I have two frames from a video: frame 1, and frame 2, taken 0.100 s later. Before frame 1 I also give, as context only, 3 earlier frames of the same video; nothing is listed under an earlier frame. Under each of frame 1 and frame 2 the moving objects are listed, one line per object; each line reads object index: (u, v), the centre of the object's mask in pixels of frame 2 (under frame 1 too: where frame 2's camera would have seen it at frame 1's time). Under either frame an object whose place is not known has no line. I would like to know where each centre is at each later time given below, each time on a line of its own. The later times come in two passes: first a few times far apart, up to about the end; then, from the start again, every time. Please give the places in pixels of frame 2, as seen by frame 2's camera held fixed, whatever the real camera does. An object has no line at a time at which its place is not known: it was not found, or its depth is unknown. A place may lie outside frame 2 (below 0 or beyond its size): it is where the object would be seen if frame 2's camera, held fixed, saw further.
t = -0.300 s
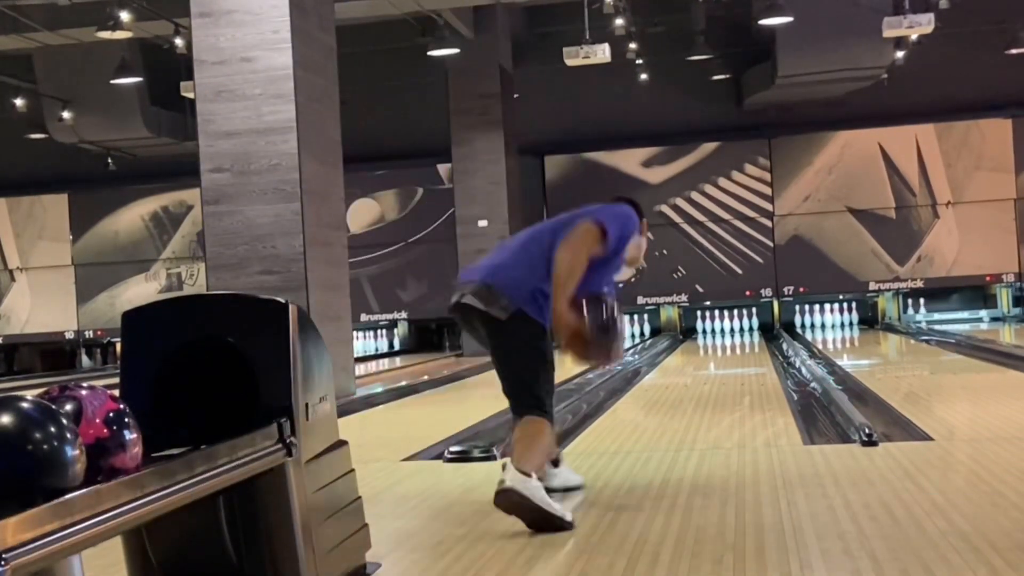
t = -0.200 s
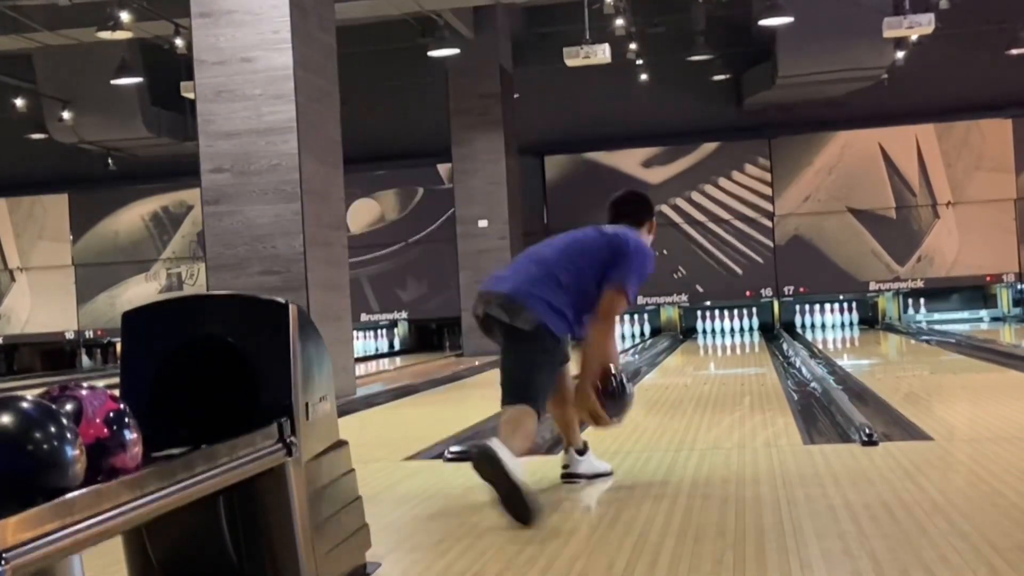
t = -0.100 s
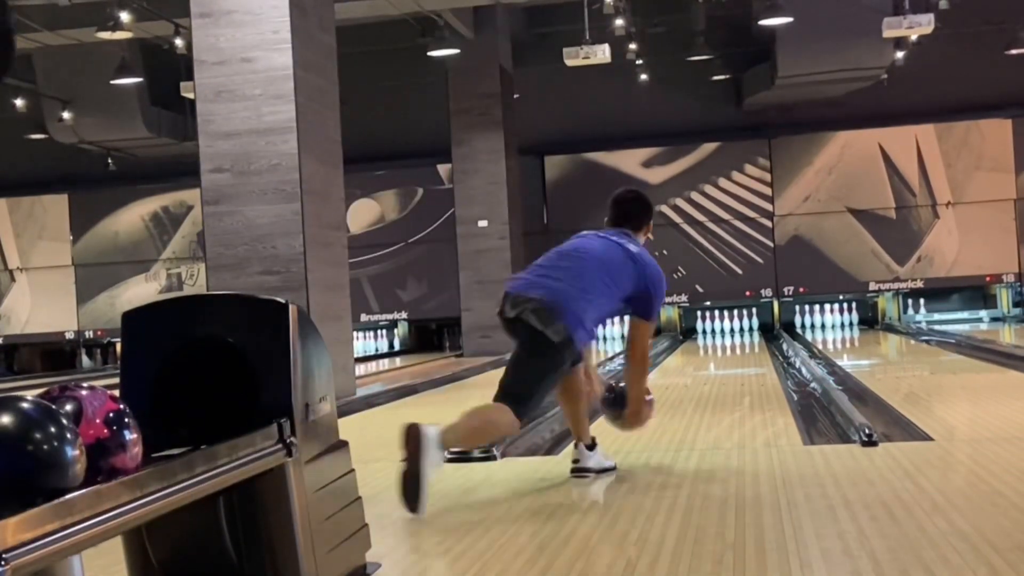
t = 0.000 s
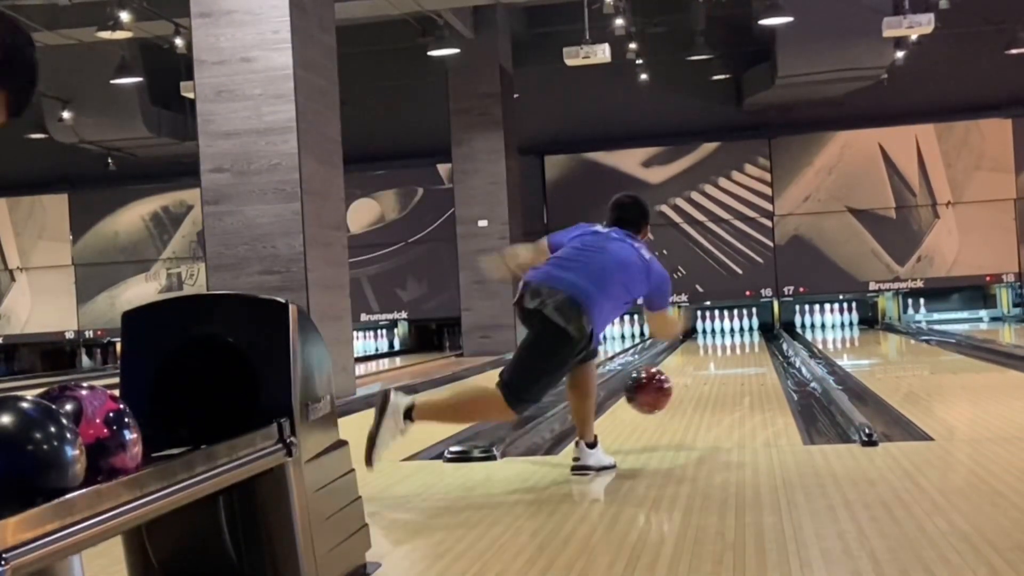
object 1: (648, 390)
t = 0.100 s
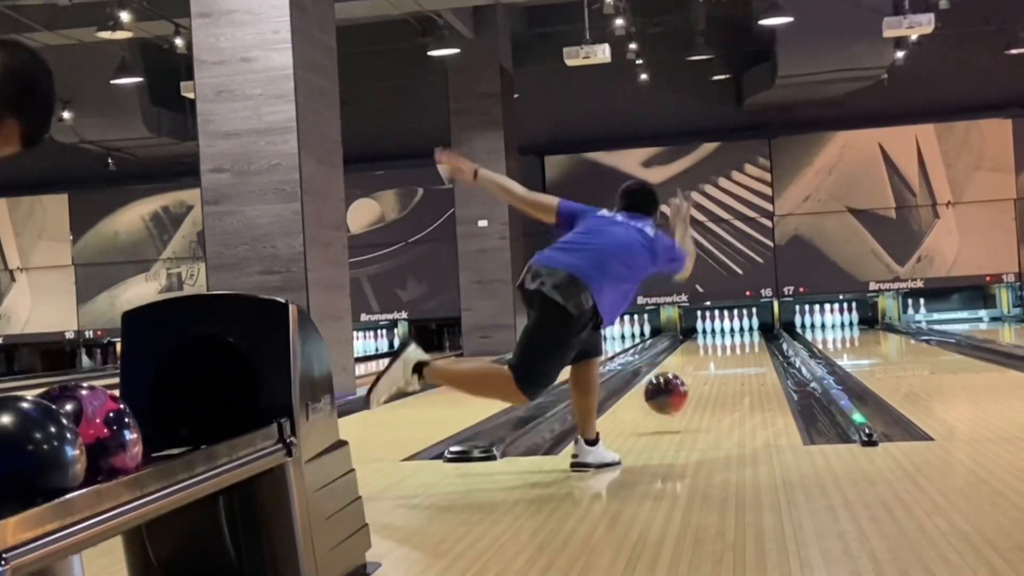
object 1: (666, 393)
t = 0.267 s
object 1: (688, 392)
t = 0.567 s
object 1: (714, 371)
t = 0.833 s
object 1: (729, 359)
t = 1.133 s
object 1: (740, 349)
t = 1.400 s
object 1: (746, 342)
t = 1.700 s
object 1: (750, 336)
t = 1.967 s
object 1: (750, 332)
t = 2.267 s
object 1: (743, 329)
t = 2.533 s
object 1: (733, 327)
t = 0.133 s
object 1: (671, 398)
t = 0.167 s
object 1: (676, 402)
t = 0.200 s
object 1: (680, 396)
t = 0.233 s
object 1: (684, 394)
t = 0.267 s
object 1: (688, 392)
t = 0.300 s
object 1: (692, 389)
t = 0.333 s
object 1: (695, 387)
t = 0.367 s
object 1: (698, 384)
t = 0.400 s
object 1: (701, 382)
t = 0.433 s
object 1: (704, 379)
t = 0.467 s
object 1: (707, 377)
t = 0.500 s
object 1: (709, 375)
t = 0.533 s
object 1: (712, 373)
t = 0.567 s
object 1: (714, 371)
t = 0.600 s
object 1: (716, 369)
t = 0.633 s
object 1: (718, 368)
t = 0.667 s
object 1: (720, 366)
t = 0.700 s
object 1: (722, 365)
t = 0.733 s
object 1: (724, 363)
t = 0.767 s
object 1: (726, 362)
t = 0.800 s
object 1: (727, 360)
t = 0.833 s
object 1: (729, 359)
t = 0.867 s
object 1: (730, 357)
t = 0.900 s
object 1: (732, 356)
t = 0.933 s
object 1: (733, 355)
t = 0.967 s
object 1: (735, 354)
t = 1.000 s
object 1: (736, 353)
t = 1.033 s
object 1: (737, 352)
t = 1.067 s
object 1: (738, 351)
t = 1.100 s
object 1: (739, 350)
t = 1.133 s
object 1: (740, 349)
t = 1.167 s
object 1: (741, 348)
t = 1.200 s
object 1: (742, 347)
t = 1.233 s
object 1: (743, 345)
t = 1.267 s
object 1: (743, 345)
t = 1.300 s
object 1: (744, 344)
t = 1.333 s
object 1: (745, 343)
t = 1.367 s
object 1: (746, 343)
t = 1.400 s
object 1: (746, 342)
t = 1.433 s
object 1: (747, 341)
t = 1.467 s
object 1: (748, 340)
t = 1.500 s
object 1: (748, 340)
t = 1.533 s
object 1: (749, 339)
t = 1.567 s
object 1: (749, 338)
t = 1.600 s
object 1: (750, 338)
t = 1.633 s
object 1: (750, 337)
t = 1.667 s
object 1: (751, 336)
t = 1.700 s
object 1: (750, 336)
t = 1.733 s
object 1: (751, 335)
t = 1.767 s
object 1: (751, 335)
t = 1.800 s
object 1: (751, 334)
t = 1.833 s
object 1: (751, 334)
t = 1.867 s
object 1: (751, 333)
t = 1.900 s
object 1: (751, 333)
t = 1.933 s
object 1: (750, 333)
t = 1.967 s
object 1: (750, 332)
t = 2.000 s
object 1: (749, 332)
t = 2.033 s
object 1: (749, 331)
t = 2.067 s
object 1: (748, 331)
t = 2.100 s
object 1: (748, 330)
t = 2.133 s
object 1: (747, 330)
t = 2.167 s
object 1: (746, 330)
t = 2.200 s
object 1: (745, 329)
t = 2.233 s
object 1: (744, 329)
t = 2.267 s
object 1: (743, 329)
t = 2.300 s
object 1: (741, 329)
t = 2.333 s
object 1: (740, 328)
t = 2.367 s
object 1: (739, 328)
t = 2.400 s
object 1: (738, 328)
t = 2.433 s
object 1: (737, 328)
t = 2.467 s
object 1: (736, 327)
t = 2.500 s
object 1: (735, 328)
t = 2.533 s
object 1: (733, 327)
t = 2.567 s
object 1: (731, 327)
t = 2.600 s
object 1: (730, 327)
